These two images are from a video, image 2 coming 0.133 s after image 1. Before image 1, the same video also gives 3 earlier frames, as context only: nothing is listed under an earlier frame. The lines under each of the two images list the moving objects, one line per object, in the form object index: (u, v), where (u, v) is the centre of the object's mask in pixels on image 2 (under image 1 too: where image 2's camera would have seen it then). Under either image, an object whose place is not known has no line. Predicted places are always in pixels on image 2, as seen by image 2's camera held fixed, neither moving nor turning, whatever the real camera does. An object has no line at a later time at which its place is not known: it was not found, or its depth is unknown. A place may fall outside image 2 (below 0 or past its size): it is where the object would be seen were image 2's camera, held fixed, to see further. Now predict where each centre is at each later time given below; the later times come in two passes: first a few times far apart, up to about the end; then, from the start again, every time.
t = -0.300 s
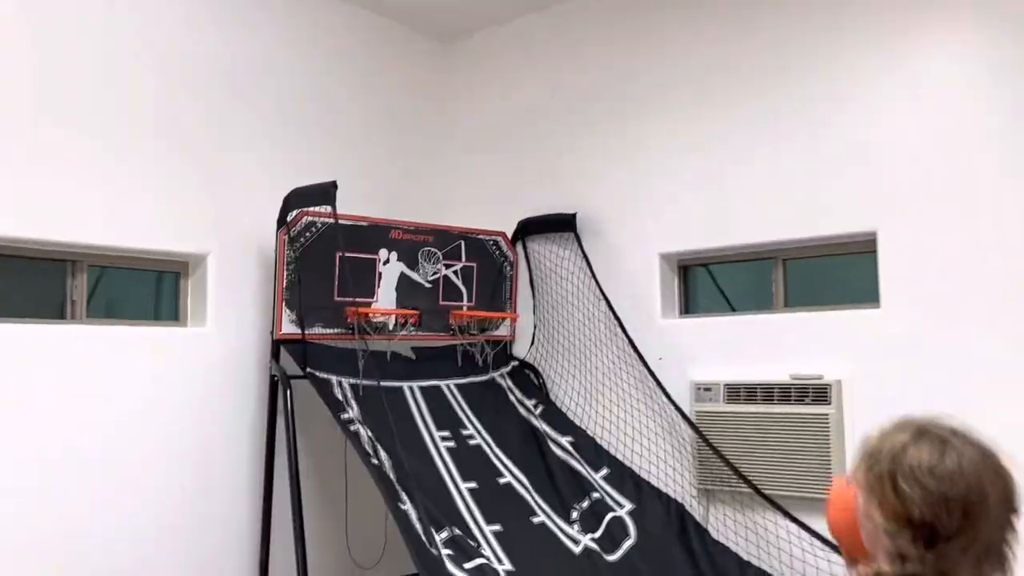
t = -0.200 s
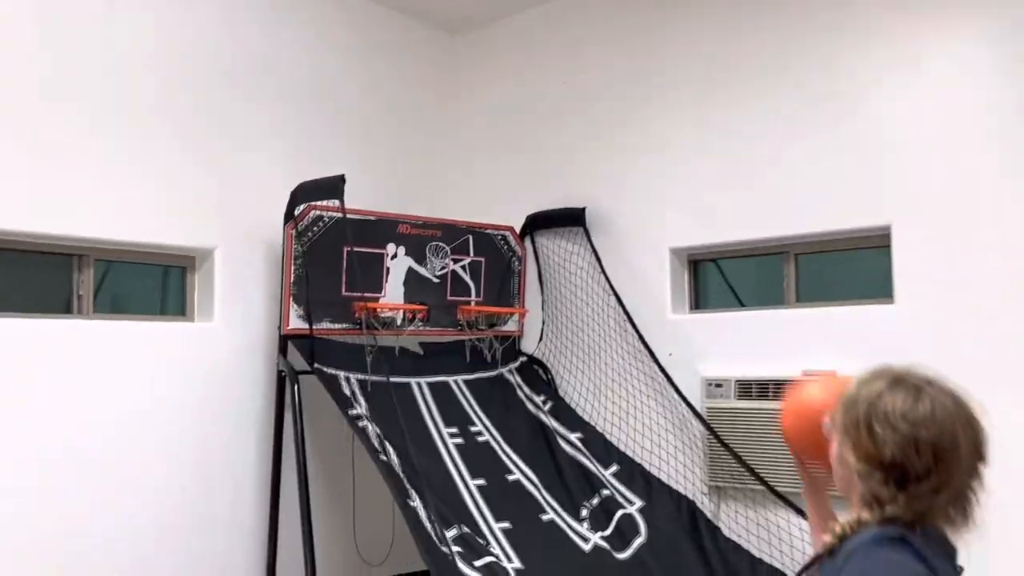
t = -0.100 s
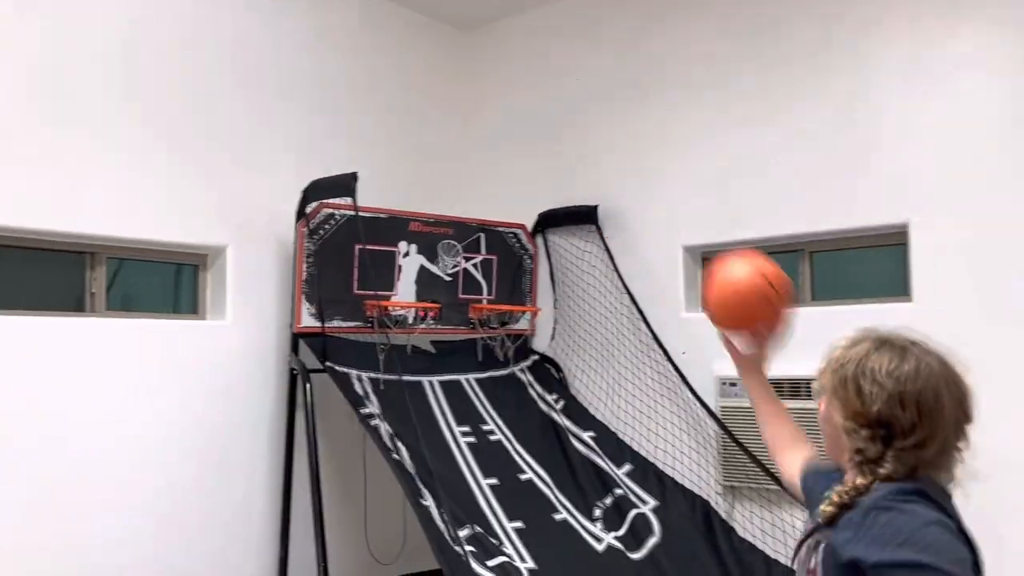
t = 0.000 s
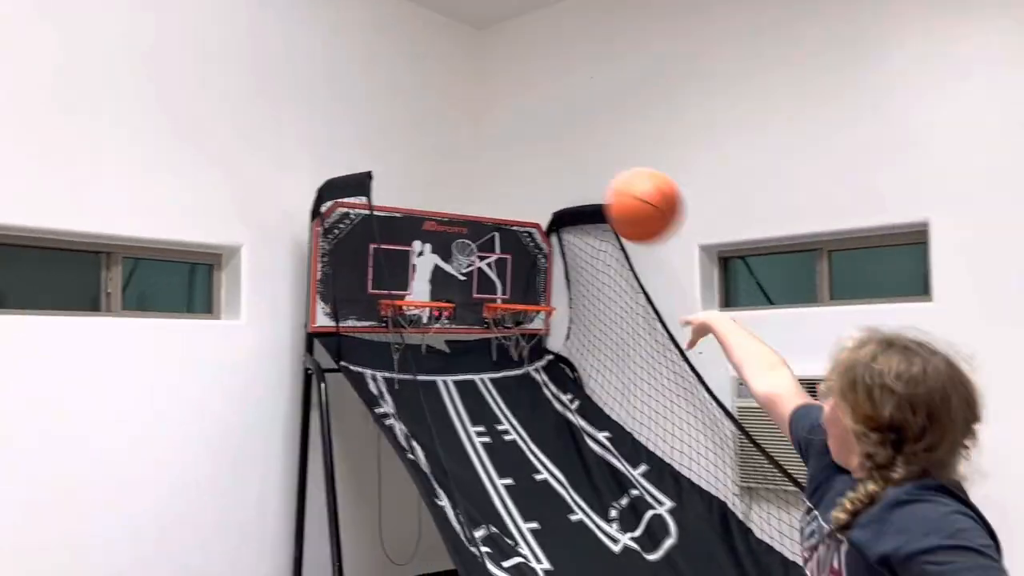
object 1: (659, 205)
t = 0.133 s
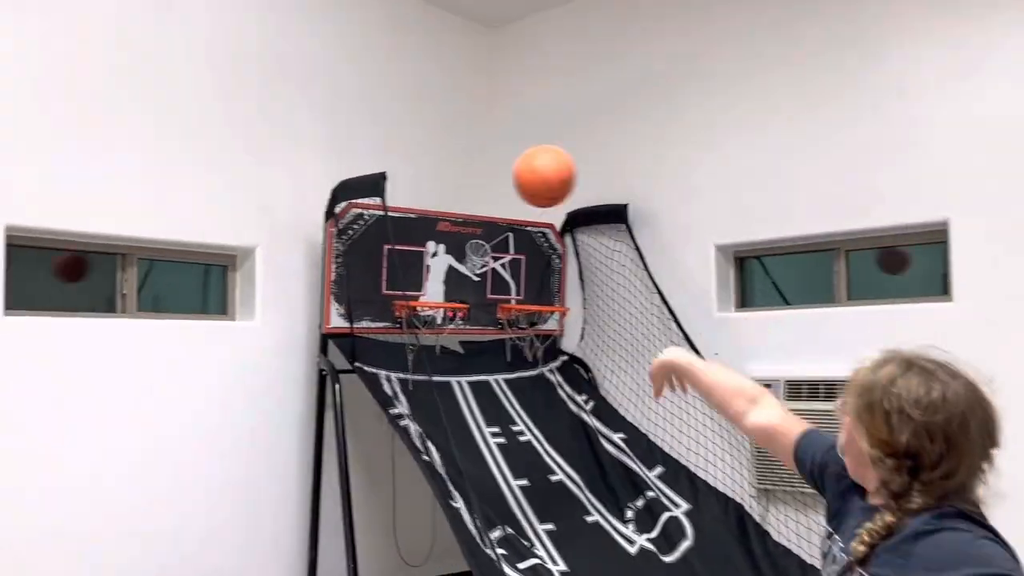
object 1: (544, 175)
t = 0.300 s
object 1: (448, 218)
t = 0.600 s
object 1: (429, 228)
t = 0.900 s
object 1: (501, 309)
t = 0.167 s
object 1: (522, 179)
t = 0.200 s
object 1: (501, 184)
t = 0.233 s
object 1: (482, 192)
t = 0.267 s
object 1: (464, 205)
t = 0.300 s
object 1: (448, 218)
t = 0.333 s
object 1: (433, 233)
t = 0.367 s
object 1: (418, 250)
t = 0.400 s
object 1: (404, 270)
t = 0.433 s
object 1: (397, 278)
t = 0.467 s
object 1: (399, 264)
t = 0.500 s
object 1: (406, 252)
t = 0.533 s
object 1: (414, 241)
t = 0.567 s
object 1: (421, 233)
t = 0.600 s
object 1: (429, 228)
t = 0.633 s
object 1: (436, 226)
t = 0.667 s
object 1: (444, 226)
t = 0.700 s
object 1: (452, 229)
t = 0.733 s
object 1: (459, 236)
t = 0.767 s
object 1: (467, 244)
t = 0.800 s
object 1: (475, 256)
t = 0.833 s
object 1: (484, 272)
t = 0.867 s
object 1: (493, 290)
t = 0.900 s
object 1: (501, 309)
